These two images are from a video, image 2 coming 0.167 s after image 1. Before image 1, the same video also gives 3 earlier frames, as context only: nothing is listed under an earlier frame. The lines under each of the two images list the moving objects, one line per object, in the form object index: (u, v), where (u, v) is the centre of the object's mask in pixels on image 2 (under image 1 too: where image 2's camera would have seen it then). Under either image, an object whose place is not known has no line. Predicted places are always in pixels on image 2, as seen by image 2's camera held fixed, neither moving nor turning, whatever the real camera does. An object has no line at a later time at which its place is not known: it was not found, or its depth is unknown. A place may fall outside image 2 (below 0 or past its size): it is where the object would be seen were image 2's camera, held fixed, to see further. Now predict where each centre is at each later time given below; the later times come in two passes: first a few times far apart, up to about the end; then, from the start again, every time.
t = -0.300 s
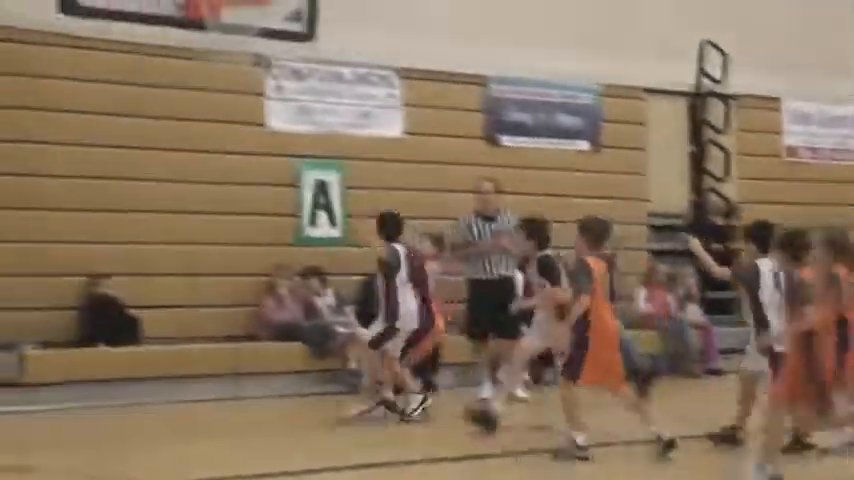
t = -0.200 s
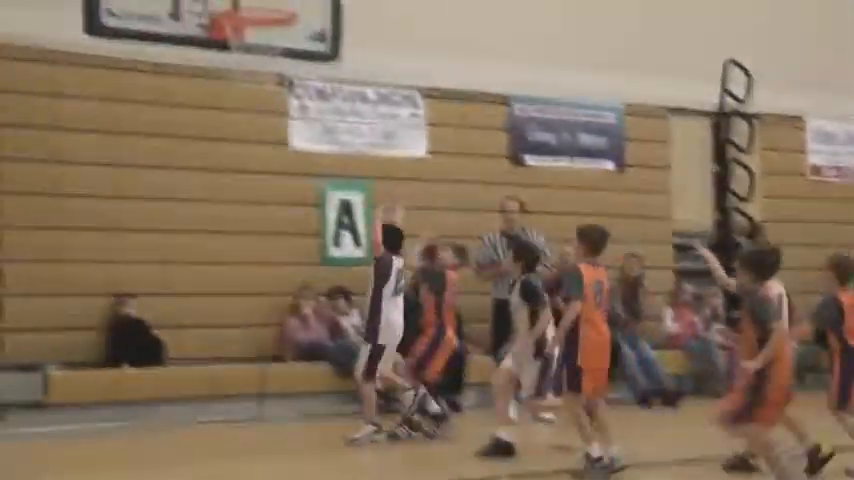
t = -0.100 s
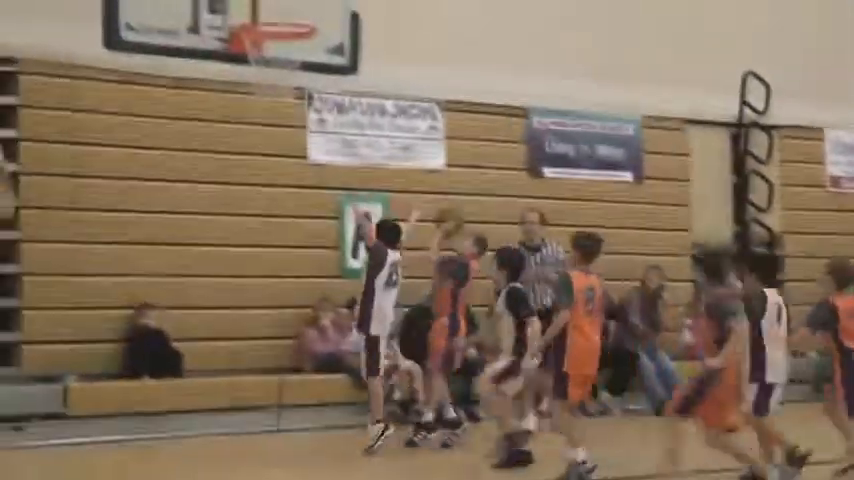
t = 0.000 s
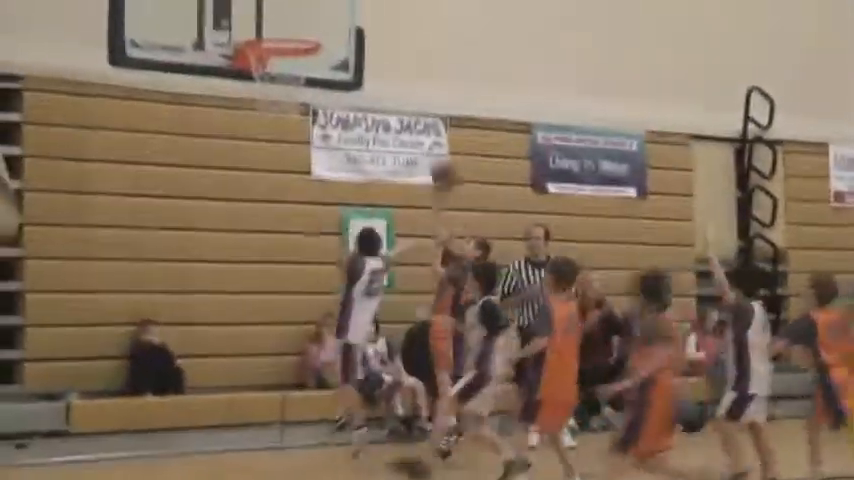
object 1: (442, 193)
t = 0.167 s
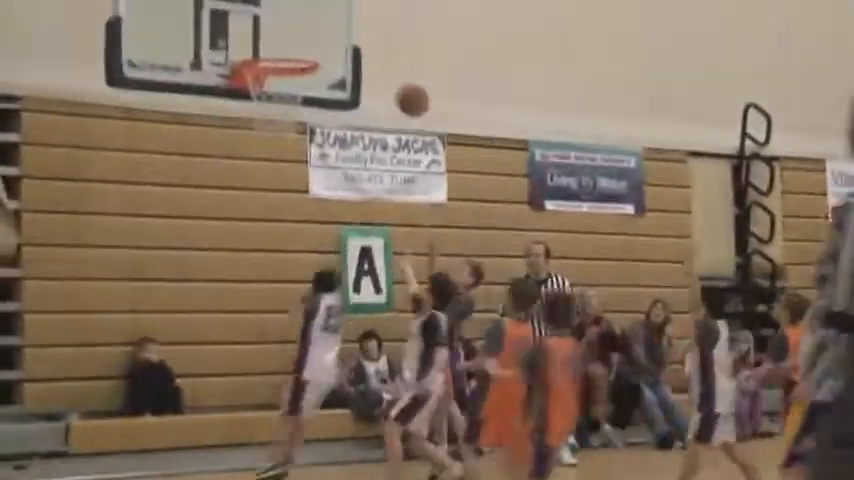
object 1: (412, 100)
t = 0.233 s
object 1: (400, 74)
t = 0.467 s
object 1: (354, 25)
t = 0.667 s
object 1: (311, 46)
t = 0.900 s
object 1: (306, 21)
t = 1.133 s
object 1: (293, 50)
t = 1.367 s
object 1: (253, 107)
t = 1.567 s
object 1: (256, 153)
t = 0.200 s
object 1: (406, 86)
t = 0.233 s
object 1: (400, 74)
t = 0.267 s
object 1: (394, 62)
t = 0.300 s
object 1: (386, 52)
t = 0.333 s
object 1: (380, 43)
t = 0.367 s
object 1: (374, 36)
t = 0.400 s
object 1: (367, 31)
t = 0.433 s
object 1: (361, 27)
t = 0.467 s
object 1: (354, 25)
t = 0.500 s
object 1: (347, 24)
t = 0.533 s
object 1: (340, 25)
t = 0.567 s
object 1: (334, 28)
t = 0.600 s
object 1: (325, 33)
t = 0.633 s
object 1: (318, 40)
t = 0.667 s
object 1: (311, 46)
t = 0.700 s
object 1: (309, 44)
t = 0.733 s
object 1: (308, 36)
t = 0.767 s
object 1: (308, 30)
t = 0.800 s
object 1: (307, 25)
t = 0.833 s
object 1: (307, 22)
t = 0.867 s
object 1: (306, 20)
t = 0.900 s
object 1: (306, 21)
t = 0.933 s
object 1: (306, 23)
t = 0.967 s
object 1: (305, 26)
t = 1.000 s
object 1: (305, 32)
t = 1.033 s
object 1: (304, 39)
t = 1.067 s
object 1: (304, 47)
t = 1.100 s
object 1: (299, 49)
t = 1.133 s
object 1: (293, 50)
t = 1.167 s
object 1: (286, 56)
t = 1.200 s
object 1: (279, 66)
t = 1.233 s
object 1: (274, 74)
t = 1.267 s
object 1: (264, 84)
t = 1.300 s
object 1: (257, 92)
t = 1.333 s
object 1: (254, 104)
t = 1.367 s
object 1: (253, 107)
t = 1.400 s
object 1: (253, 108)
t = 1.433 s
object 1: (253, 115)
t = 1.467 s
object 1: (253, 125)
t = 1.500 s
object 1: (255, 134)
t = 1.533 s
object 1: (255, 143)
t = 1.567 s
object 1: (256, 153)
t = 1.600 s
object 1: (256, 169)
